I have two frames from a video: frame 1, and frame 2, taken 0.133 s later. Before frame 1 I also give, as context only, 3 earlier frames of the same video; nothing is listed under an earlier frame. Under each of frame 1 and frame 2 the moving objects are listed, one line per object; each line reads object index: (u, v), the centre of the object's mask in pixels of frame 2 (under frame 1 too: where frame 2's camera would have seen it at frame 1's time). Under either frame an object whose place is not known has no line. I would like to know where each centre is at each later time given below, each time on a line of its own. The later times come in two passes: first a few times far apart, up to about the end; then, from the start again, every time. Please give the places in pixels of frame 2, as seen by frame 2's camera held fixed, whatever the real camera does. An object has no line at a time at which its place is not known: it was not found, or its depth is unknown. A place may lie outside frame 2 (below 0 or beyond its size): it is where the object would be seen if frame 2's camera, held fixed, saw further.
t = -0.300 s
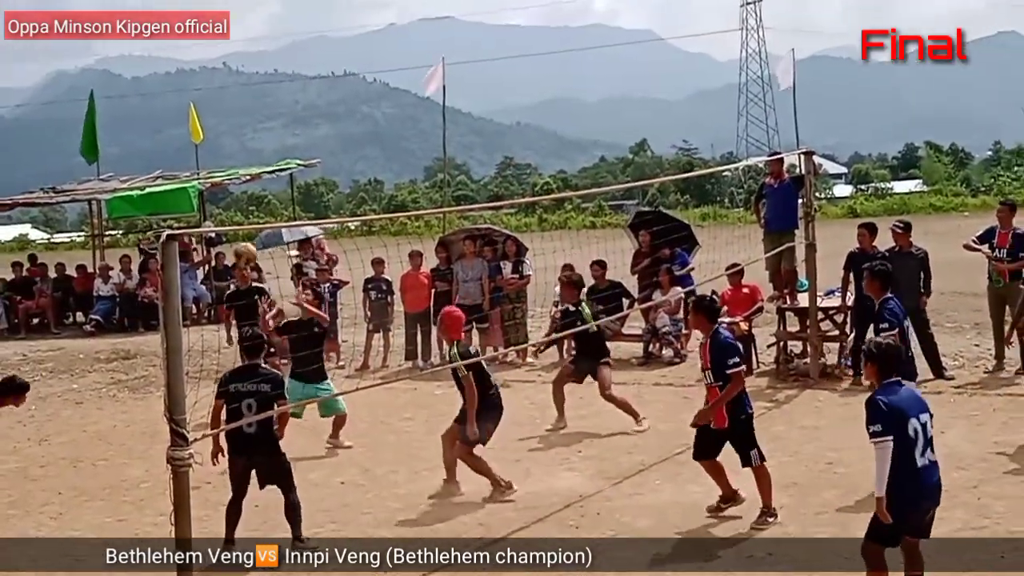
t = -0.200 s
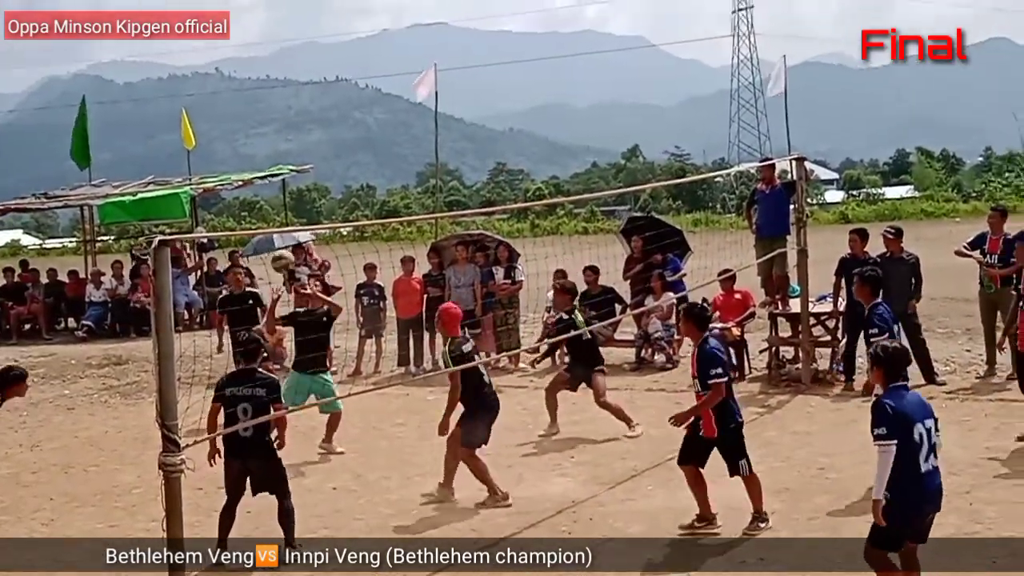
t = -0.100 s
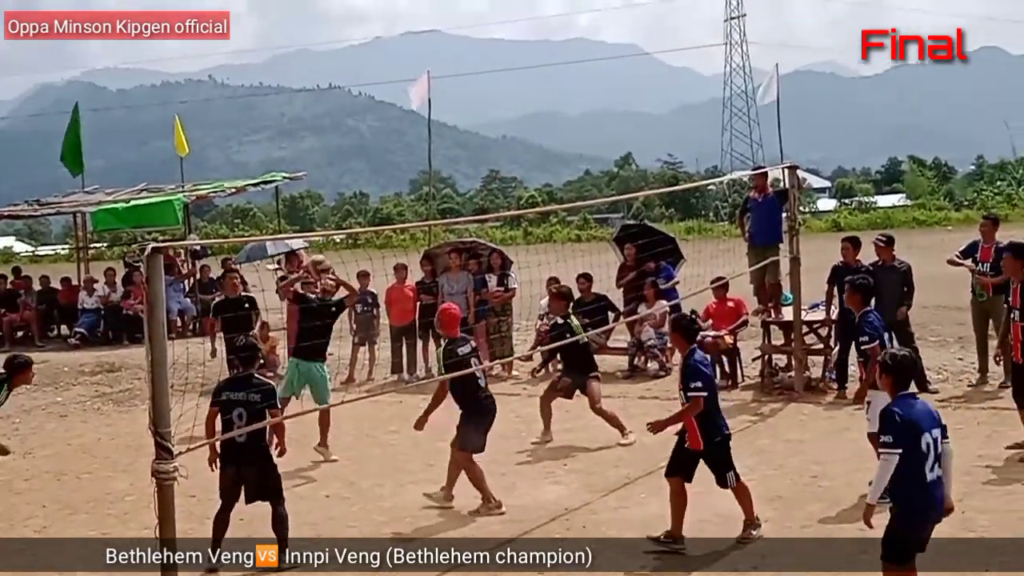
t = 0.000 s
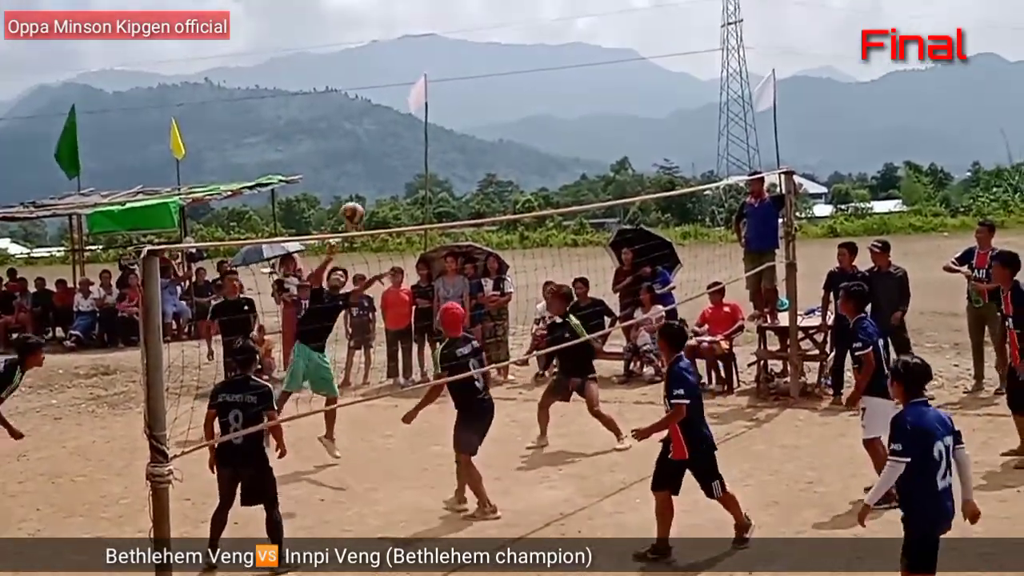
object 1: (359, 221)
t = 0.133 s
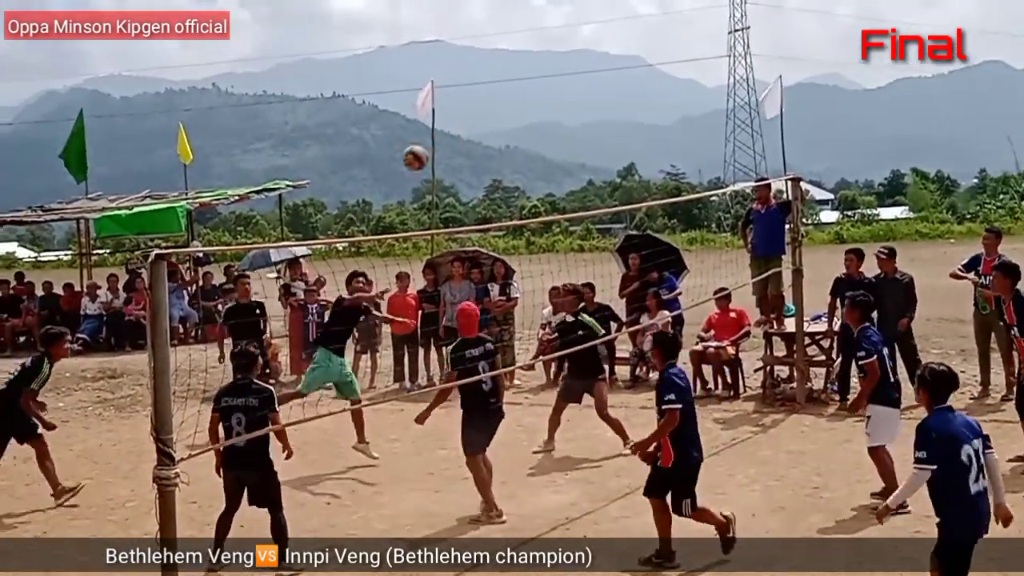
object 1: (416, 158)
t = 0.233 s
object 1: (462, 125)
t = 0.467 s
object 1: (589, 91)
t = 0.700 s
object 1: (746, 133)
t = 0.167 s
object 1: (431, 145)
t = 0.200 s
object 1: (447, 135)
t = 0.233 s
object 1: (462, 125)
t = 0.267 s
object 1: (479, 116)
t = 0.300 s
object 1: (496, 108)
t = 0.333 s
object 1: (513, 102)
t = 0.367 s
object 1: (531, 98)
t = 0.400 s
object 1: (550, 94)
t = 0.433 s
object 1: (568, 92)
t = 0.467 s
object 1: (589, 91)
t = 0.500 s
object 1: (610, 93)
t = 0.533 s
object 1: (630, 94)
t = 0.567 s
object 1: (652, 98)
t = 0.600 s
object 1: (675, 104)
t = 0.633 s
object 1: (697, 112)
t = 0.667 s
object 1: (721, 122)
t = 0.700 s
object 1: (746, 133)
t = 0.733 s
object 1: (771, 147)
